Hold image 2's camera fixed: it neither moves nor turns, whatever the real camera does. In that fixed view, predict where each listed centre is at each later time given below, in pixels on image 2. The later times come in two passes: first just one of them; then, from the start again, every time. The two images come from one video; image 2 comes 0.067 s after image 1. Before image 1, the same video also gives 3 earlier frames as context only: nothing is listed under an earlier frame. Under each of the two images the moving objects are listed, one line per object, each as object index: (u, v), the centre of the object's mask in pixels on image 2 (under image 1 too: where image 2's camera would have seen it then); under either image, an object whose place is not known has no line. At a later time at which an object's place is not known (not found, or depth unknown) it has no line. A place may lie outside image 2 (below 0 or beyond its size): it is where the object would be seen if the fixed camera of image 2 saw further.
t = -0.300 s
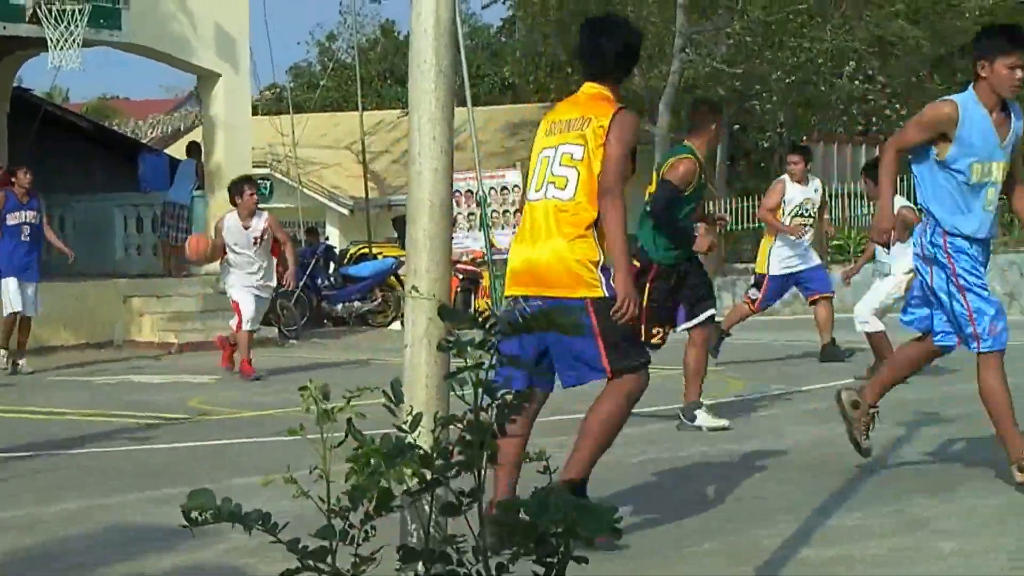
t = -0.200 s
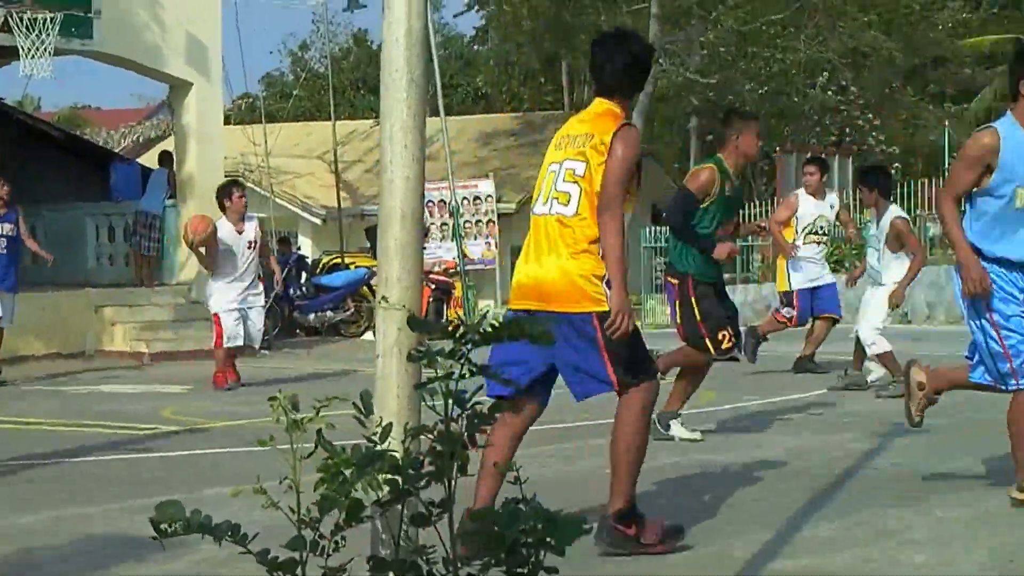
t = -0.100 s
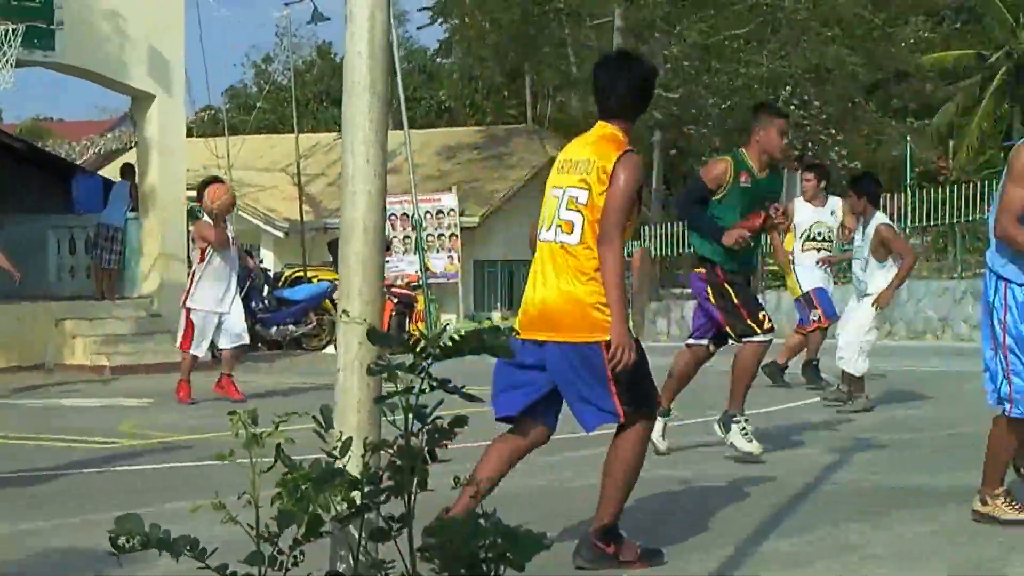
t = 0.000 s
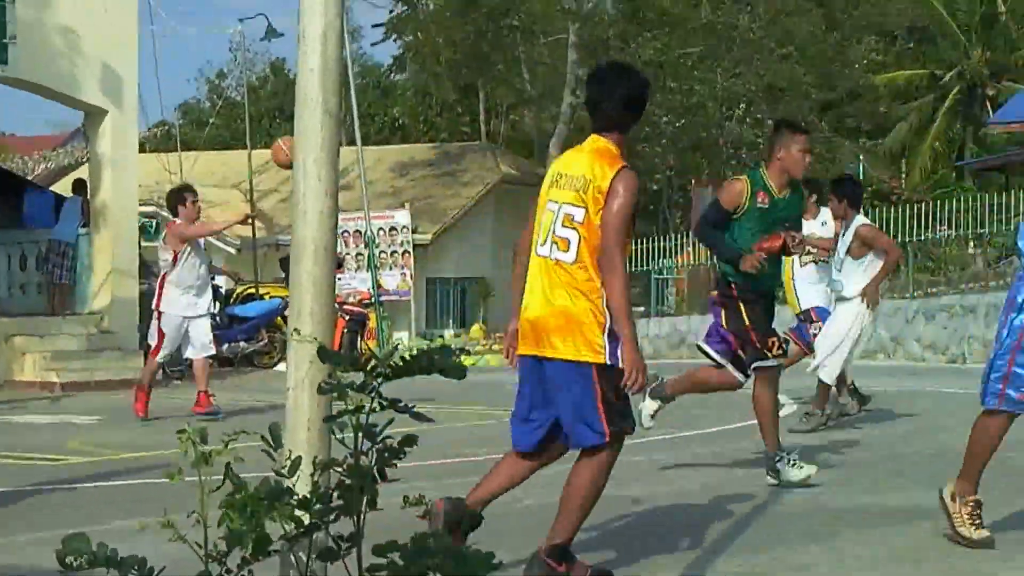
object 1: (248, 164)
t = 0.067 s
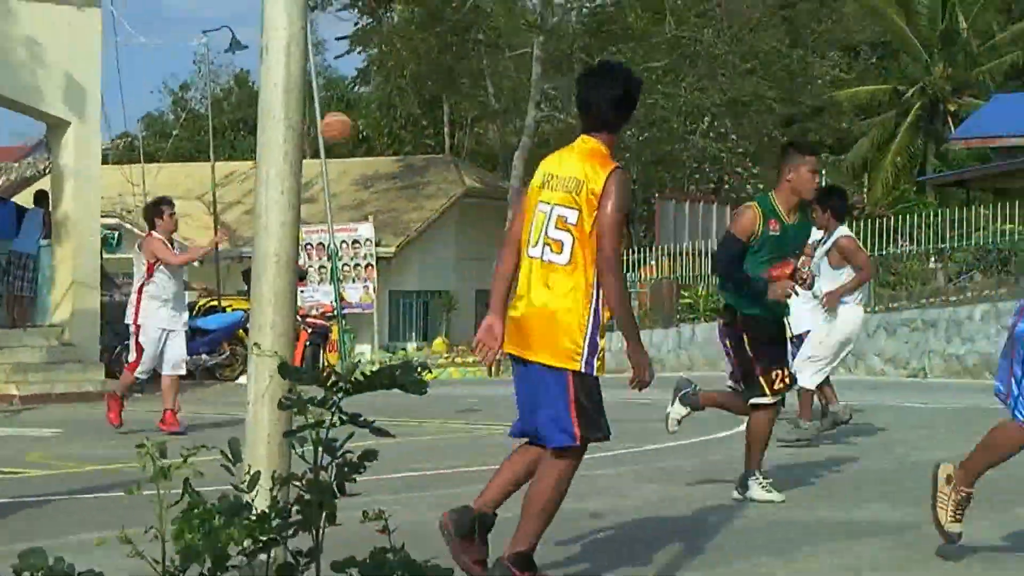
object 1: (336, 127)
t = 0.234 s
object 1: (546, 66)
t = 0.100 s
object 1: (377, 111)
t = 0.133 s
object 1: (420, 98)
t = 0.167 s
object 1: (463, 87)
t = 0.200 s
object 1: (505, 76)
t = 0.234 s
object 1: (546, 66)
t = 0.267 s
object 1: (588, 59)
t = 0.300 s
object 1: (629, 53)
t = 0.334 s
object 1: (672, 49)
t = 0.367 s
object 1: (713, 45)
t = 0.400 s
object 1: (756, 43)
